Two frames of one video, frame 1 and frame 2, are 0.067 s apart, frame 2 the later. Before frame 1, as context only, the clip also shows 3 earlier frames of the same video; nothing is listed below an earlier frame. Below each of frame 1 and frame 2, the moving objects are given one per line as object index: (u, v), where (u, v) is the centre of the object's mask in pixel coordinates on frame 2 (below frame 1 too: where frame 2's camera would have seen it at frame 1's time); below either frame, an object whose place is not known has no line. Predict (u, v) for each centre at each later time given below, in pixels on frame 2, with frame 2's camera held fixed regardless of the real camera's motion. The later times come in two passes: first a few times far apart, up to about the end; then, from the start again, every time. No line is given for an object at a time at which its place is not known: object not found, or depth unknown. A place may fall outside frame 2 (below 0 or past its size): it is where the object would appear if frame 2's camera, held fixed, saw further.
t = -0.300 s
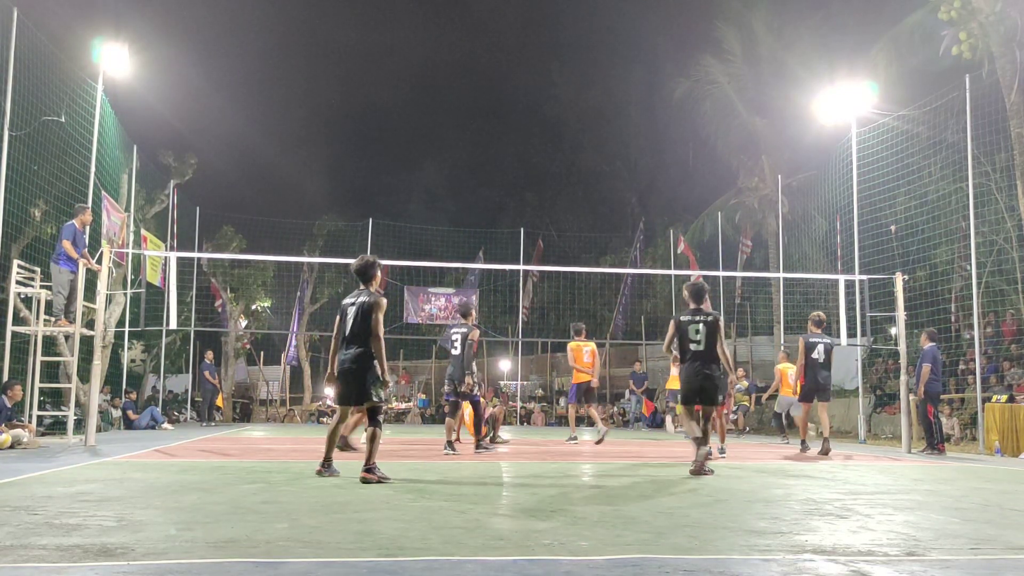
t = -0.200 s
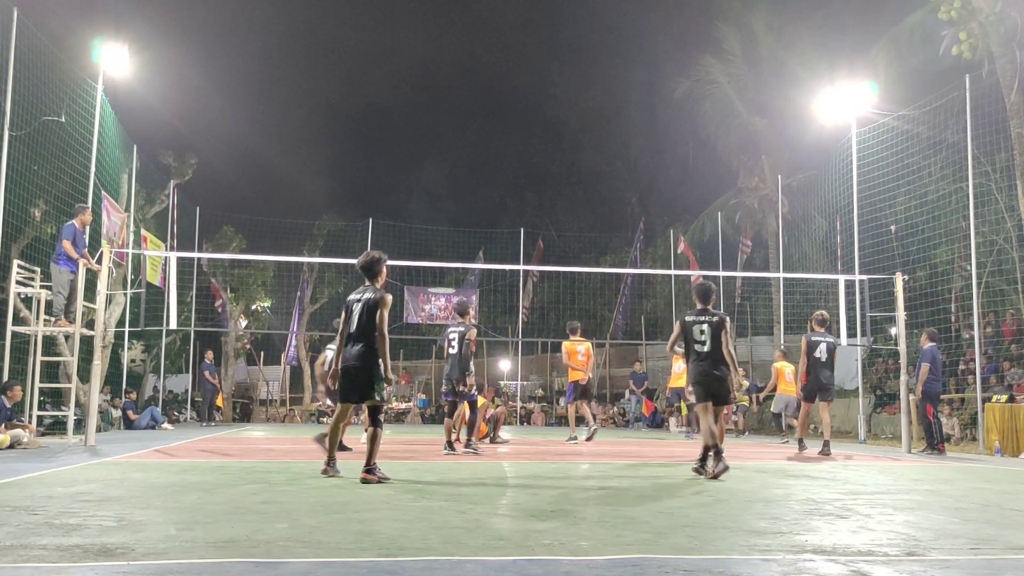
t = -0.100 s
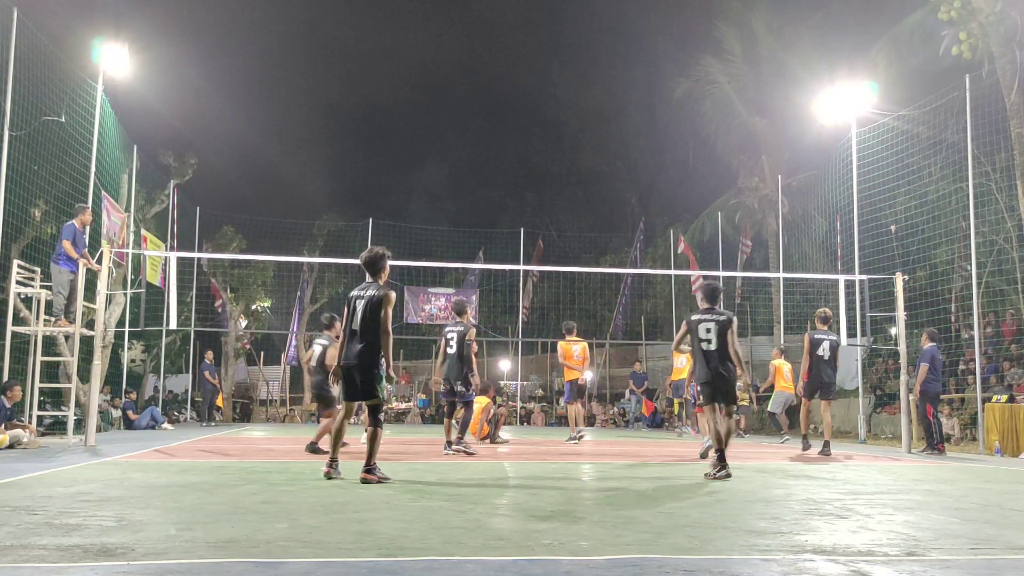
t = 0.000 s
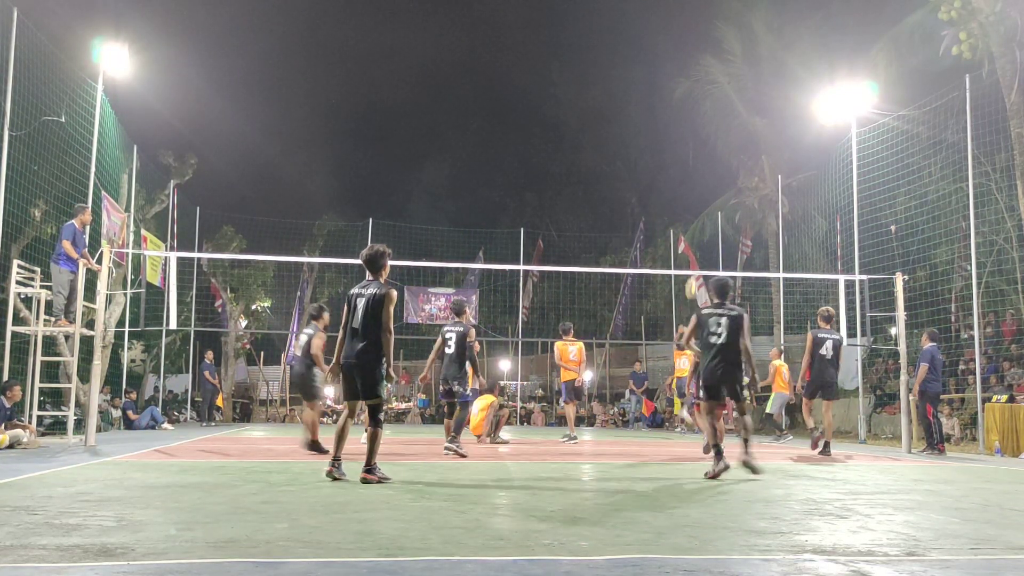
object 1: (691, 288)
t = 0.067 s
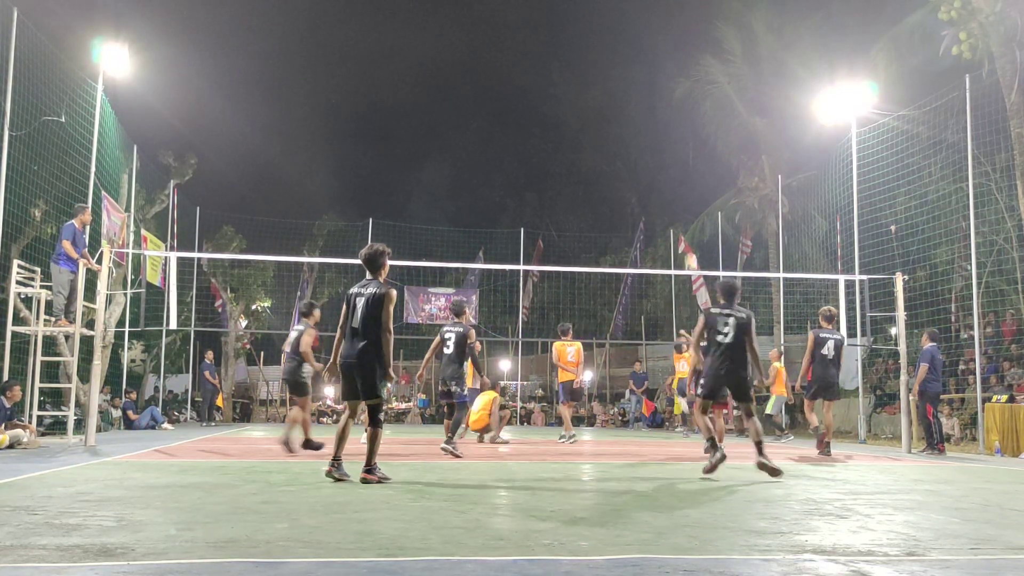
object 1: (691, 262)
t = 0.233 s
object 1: (690, 209)
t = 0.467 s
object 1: (689, 154)
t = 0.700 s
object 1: (688, 128)
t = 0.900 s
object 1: (688, 132)
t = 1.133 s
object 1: (688, 171)
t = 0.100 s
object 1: (690, 251)
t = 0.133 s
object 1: (691, 239)
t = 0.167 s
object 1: (690, 229)
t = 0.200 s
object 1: (690, 219)
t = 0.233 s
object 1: (690, 209)
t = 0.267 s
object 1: (689, 199)
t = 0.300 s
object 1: (689, 191)
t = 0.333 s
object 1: (689, 183)
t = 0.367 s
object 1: (689, 174)
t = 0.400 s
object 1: (689, 167)
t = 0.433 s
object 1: (689, 161)
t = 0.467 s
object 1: (689, 154)
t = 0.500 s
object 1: (689, 149)
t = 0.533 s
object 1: (689, 144)
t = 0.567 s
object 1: (688, 139)
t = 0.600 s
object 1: (689, 136)
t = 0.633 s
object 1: (688, 133)
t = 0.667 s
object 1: (688, 130)
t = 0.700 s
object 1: (688, 128)
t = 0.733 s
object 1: (688, 127)
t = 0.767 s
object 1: (688, 127)
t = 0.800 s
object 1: (688, 127)
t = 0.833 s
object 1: (688, 128)
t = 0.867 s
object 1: (688, 129)
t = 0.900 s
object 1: (688, 132)
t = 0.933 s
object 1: (688, 135)
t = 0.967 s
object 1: (688, 139)
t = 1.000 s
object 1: (688, 143)
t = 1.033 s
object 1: (688, 149)
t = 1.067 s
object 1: (688, 155)
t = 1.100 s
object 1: (688, 163)
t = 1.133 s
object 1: (688, 171)
